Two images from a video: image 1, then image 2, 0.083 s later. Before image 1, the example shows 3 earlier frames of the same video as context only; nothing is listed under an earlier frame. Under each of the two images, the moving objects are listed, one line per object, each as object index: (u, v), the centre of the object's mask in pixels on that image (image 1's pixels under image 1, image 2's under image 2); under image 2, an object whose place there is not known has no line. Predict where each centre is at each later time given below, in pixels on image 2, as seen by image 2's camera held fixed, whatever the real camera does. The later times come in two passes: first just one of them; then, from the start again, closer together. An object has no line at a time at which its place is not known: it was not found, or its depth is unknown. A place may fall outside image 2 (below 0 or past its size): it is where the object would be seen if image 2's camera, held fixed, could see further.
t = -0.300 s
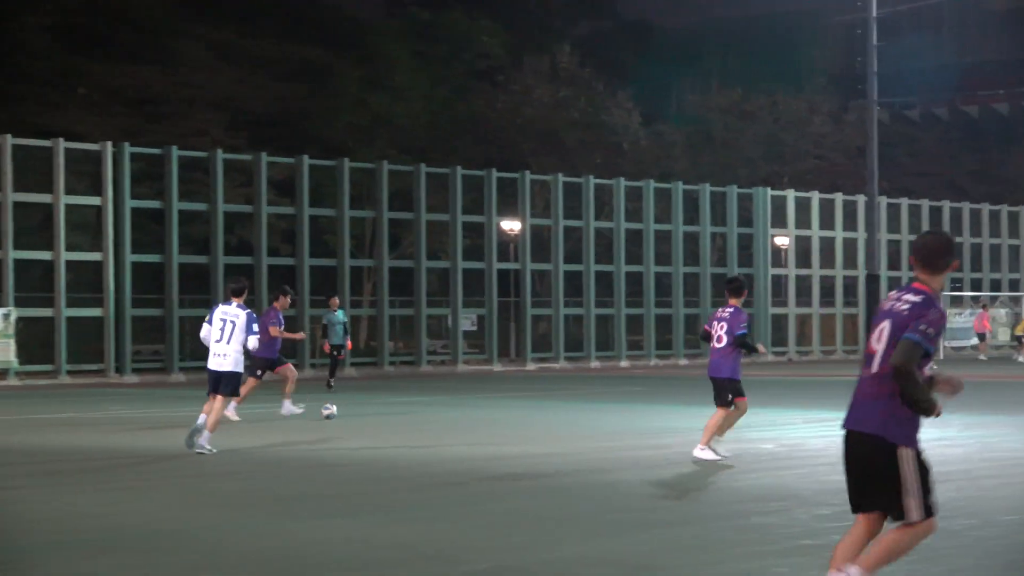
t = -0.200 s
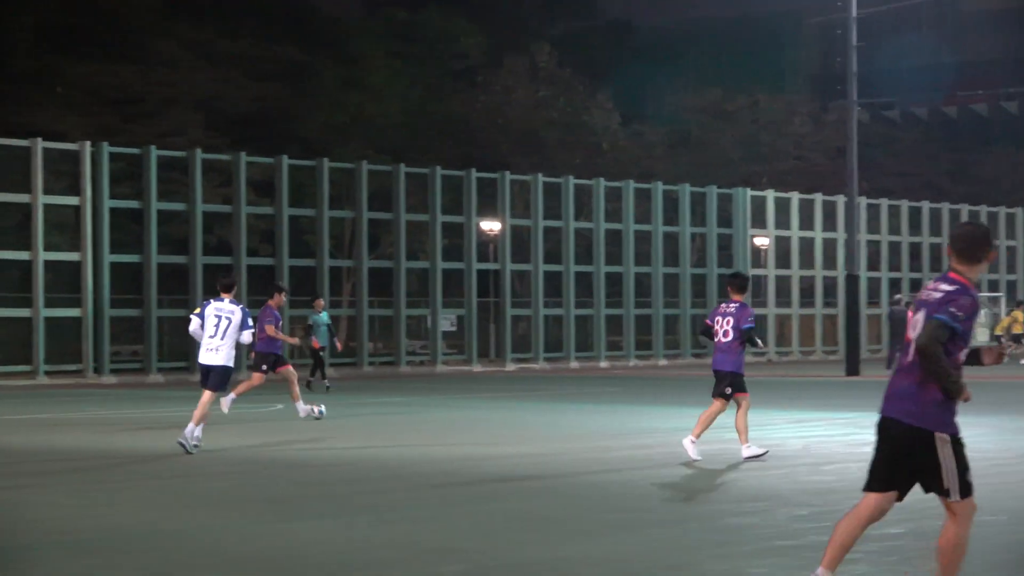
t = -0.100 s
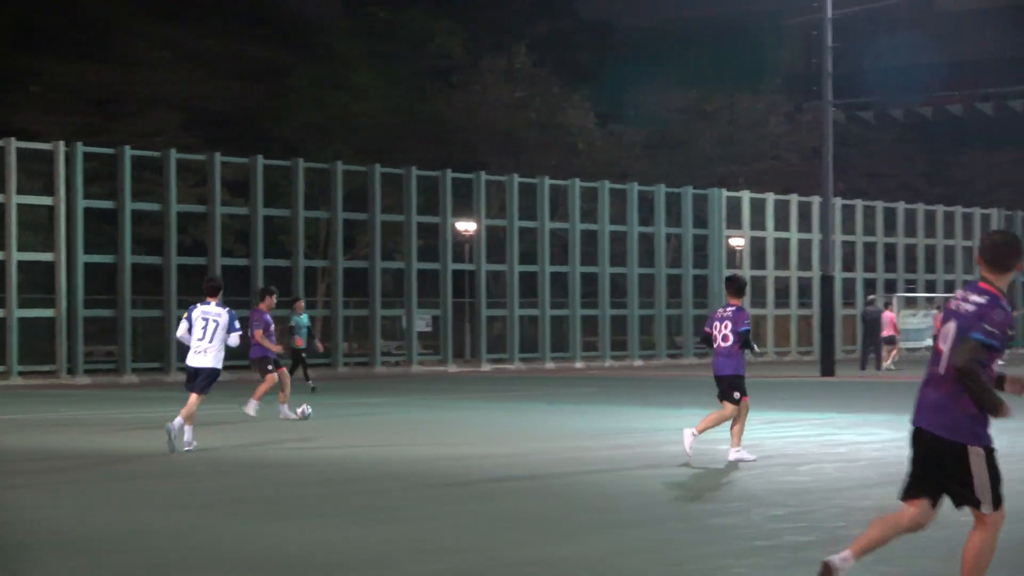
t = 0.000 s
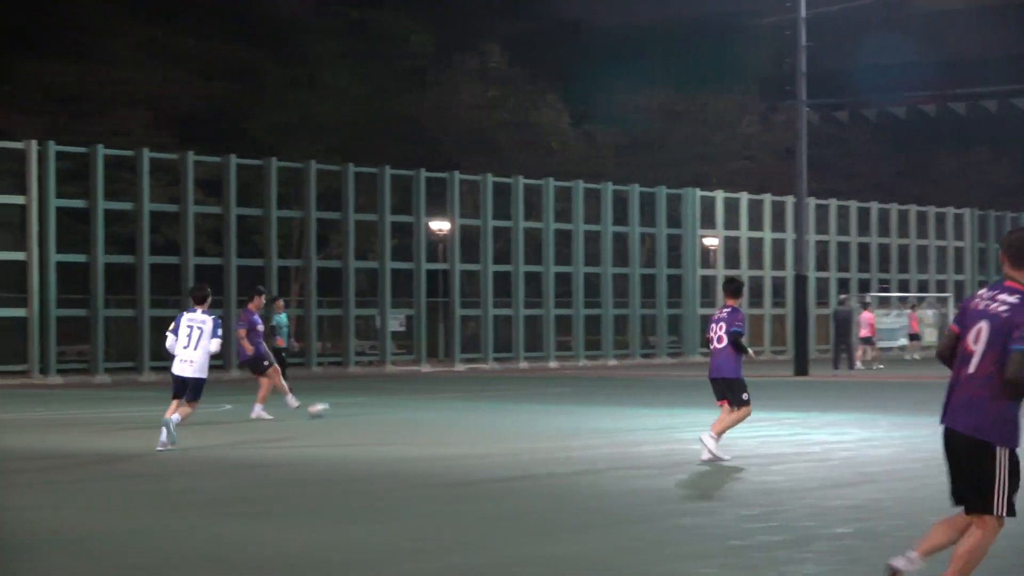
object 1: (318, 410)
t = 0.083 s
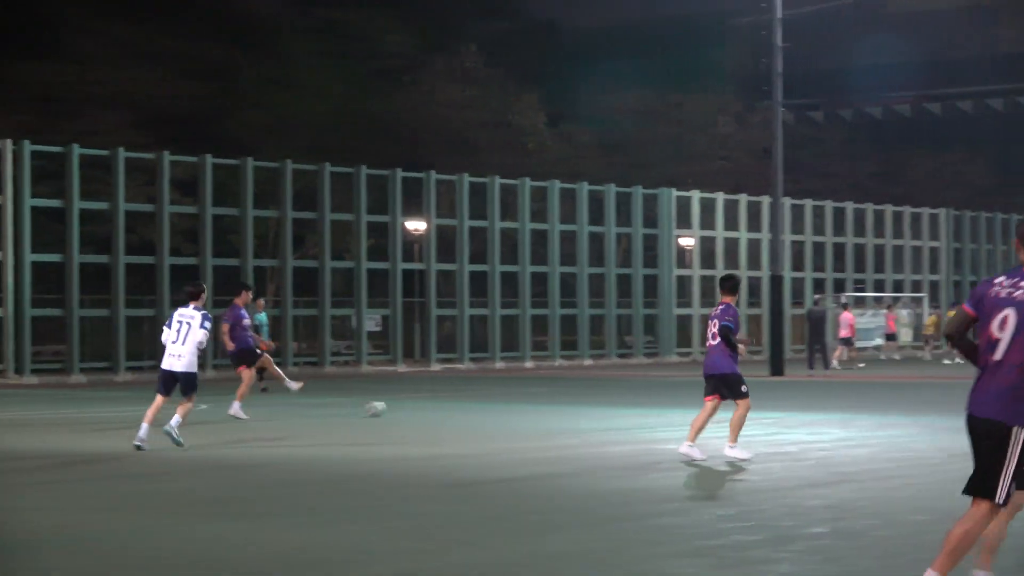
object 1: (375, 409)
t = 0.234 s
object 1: (494, 406)
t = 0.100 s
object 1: (389, 409)
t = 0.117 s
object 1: (403, 408)
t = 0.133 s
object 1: (418, 408)
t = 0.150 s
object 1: (428, 408)
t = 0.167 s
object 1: (440, 408)
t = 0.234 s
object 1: (494, 406)
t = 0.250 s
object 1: (508, 406)
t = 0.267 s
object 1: (518, 406)
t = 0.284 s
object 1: (531, 406)
